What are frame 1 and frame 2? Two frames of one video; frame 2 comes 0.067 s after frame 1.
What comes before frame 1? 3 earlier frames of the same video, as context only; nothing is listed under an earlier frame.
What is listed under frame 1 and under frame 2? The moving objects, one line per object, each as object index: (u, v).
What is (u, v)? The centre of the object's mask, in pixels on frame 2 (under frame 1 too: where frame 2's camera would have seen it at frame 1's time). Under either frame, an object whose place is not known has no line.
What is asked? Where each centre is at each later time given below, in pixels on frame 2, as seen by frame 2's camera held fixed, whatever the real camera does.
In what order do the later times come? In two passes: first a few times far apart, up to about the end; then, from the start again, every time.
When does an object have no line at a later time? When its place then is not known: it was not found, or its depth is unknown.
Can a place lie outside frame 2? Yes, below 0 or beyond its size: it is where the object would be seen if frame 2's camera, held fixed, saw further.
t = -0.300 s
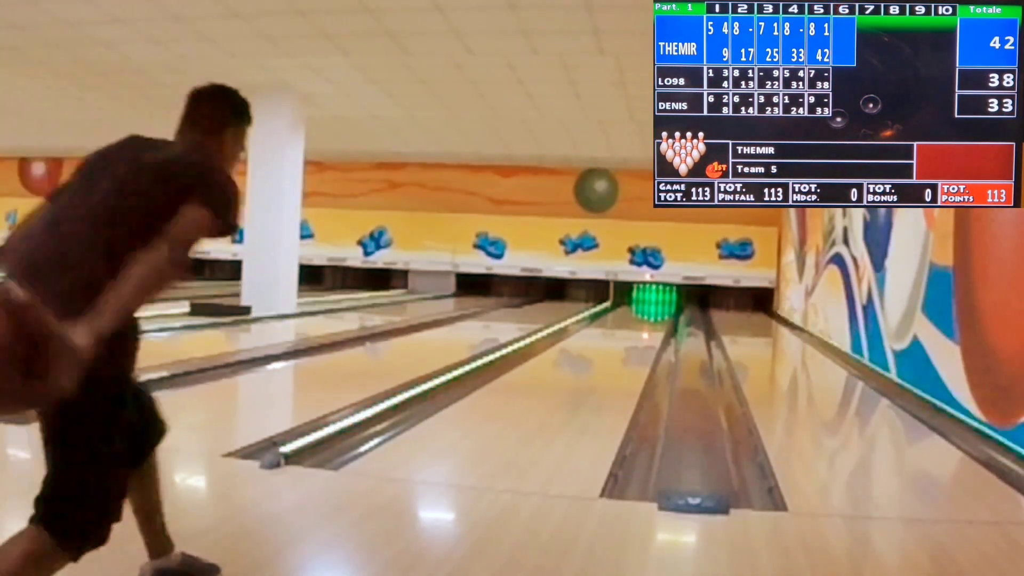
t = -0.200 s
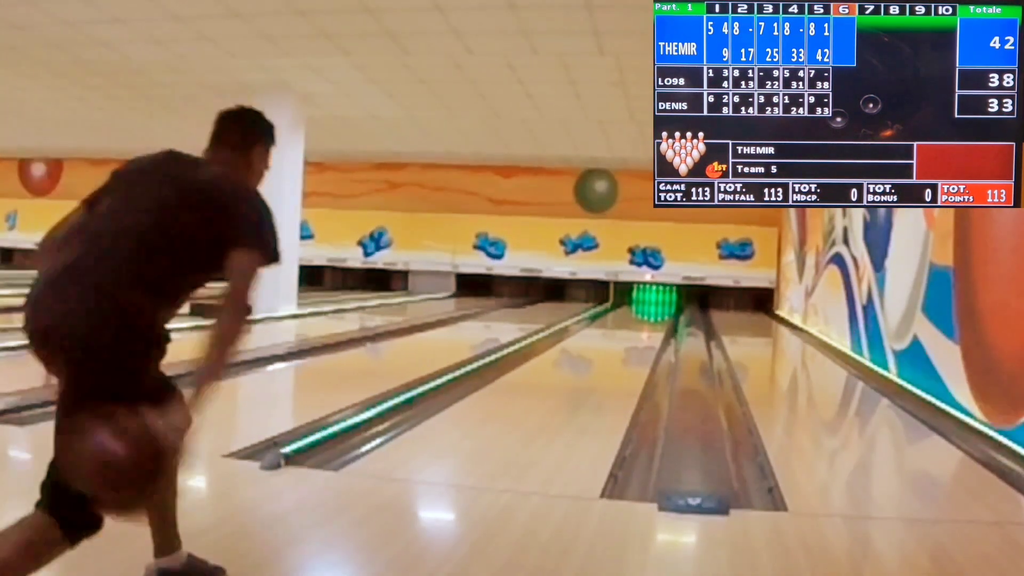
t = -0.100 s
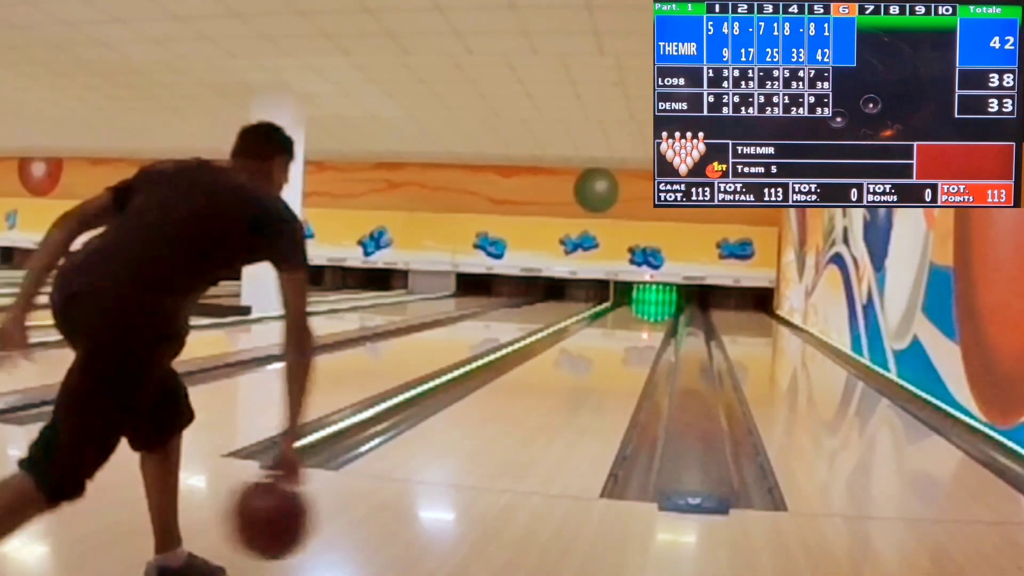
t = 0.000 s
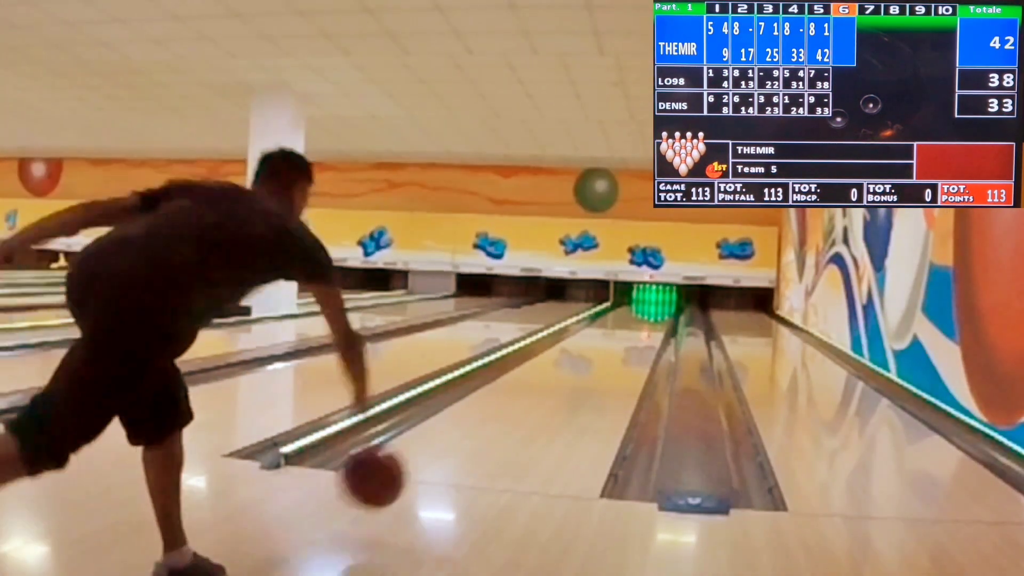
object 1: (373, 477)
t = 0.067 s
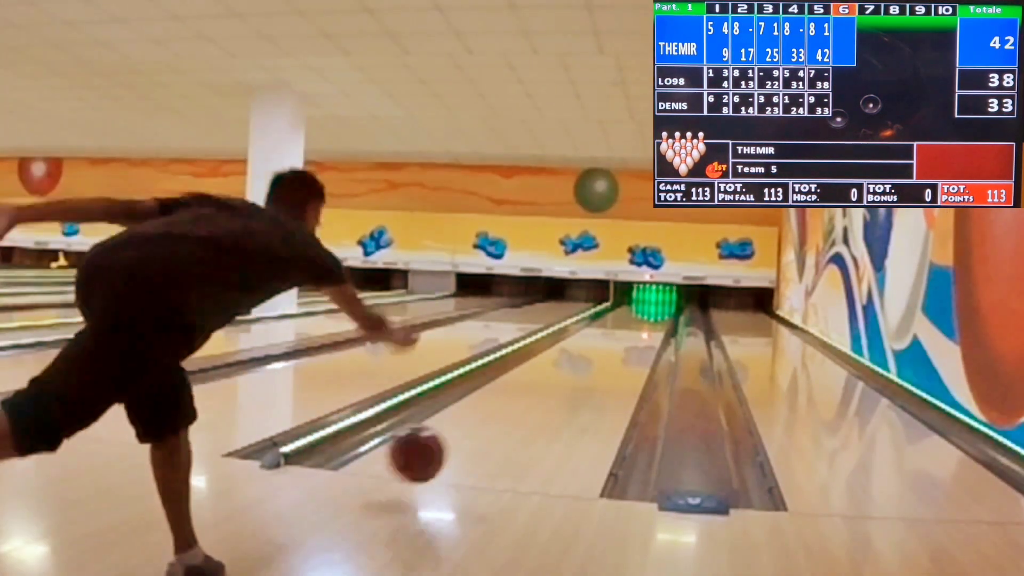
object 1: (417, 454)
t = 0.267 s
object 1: (500, 418)
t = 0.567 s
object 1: (564, 373)
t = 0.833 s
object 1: (596, 352)
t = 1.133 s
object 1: (618, 336)
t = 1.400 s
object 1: (632, 327)
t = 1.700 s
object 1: (641, 319)
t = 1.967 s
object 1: (649, 314)
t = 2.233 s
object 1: (653, 310)
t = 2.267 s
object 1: (653, 310)
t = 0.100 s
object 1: (435, 449)
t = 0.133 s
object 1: (450, 448)
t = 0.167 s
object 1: (465, 441)
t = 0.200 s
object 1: (478, 431)
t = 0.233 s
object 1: (490, 424)
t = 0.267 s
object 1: (500, 418)
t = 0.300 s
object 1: (510, 411)
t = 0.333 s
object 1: (519, 405)
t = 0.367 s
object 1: (527, 399)
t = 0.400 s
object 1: (535, 394)
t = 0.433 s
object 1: (541, 390)
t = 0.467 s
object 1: (548, 385)
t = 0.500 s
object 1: (554, 381)
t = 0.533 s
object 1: (560, 377)
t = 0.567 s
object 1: (564, 373)
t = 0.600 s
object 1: (569, 370)
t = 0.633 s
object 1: (574, 367)
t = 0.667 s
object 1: (578, 364)
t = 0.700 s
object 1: (581, 361)
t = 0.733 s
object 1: (586, 359)
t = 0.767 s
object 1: (589, 356)
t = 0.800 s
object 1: (592, 354)
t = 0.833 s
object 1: (596, 352)
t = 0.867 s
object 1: (598, 350)
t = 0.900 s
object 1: (601, 347)
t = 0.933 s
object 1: (604, 345)
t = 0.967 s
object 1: (607, 343)
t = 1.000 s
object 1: (609, 342)
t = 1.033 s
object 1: (611, 340)
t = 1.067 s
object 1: (614, 339)
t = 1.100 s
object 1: (616, 337)
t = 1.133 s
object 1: (618, 336)
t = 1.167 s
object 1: (620, 335)
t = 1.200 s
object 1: (621, 334)
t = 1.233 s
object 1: (623, 332)
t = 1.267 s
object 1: (625, 332)
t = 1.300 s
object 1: (627, 330)
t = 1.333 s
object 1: (628, 329)
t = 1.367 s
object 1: (630, 328)
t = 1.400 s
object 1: (632, 327)
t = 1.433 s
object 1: (633, 325)
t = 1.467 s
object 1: (634, 325)
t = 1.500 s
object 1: (635, 324)
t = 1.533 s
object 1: (636, 323)
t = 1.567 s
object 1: (637, 322)
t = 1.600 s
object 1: (639, 322)
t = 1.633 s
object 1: (639, 321)
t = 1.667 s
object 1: (640, 320)
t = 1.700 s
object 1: (641, 319)
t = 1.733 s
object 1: (642, 318)
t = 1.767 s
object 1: (643, 318)
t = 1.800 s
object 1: (643, 317)
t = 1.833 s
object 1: (645, 317)
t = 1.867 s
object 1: (646, 316)
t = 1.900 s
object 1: (648, 315)
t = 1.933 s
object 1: (647, 315)
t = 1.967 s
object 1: (649, 314)
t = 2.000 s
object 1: (649, 314)
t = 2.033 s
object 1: (650, 313)
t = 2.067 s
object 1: (651, 312)
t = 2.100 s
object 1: (652, 312)
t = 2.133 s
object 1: (652, 311)
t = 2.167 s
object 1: (653, 311)
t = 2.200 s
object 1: (653, 311)
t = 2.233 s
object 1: (653, 310)
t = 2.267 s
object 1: (653, 310)
